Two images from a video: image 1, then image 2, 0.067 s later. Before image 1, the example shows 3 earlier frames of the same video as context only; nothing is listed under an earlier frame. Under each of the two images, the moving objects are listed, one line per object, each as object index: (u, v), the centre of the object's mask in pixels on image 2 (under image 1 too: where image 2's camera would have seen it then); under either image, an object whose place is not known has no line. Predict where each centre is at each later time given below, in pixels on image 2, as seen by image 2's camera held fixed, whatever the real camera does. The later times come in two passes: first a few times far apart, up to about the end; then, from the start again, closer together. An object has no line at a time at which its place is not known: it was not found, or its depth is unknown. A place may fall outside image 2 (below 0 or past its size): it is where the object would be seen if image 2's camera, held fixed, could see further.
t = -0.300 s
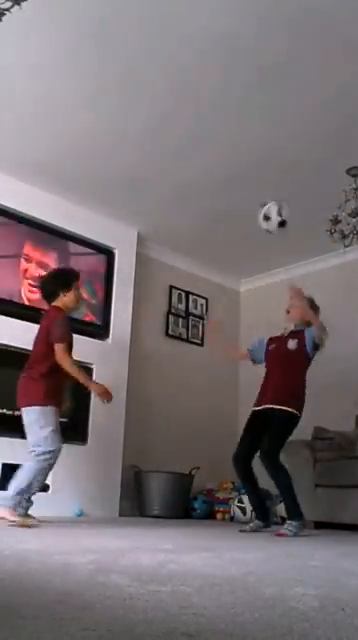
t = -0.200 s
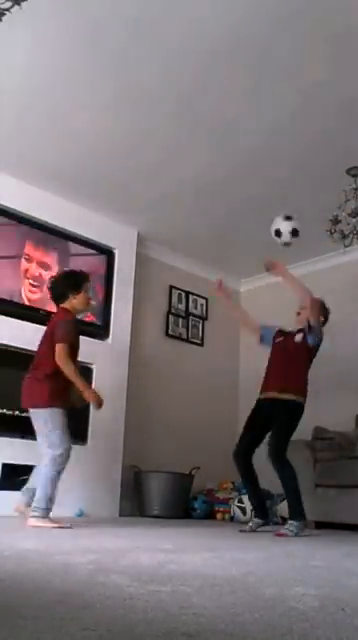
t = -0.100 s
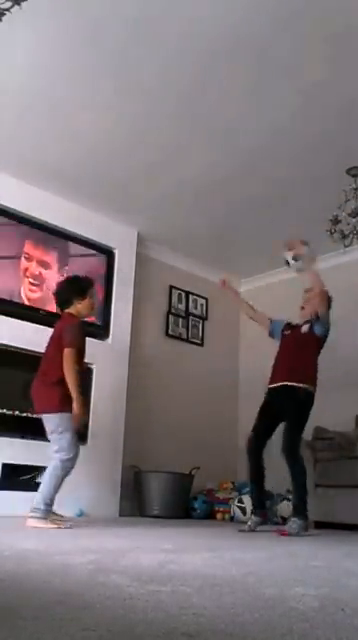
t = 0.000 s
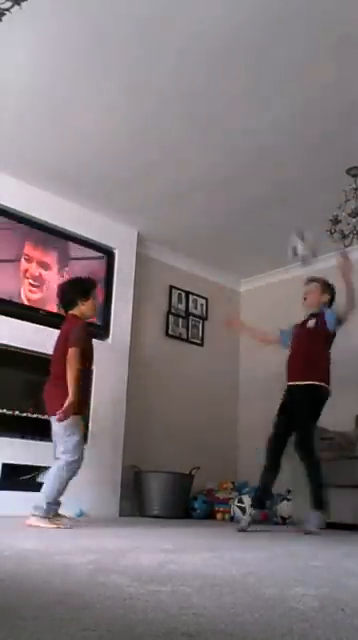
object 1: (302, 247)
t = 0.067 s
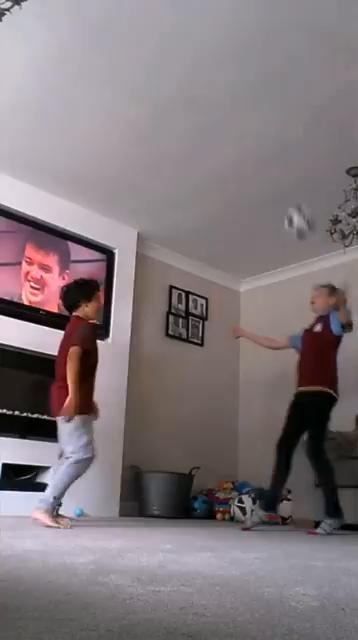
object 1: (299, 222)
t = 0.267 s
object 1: (289, 181)
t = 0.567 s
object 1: (281, 254)
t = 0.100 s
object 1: (296, 212)
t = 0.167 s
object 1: (293, 196)
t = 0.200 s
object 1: (292, 189)
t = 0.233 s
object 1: (290, 185)
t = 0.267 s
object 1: (289, 181)
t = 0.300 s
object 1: (288, 183)
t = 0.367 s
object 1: (286, 191)
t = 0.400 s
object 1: (285, 198)
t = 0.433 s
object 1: (285, 206)
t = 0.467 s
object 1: (284, 215)
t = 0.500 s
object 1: (283, 226)
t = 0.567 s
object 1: (281, 254)
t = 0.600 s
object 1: (284, 268)
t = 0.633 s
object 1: (285, 286)
